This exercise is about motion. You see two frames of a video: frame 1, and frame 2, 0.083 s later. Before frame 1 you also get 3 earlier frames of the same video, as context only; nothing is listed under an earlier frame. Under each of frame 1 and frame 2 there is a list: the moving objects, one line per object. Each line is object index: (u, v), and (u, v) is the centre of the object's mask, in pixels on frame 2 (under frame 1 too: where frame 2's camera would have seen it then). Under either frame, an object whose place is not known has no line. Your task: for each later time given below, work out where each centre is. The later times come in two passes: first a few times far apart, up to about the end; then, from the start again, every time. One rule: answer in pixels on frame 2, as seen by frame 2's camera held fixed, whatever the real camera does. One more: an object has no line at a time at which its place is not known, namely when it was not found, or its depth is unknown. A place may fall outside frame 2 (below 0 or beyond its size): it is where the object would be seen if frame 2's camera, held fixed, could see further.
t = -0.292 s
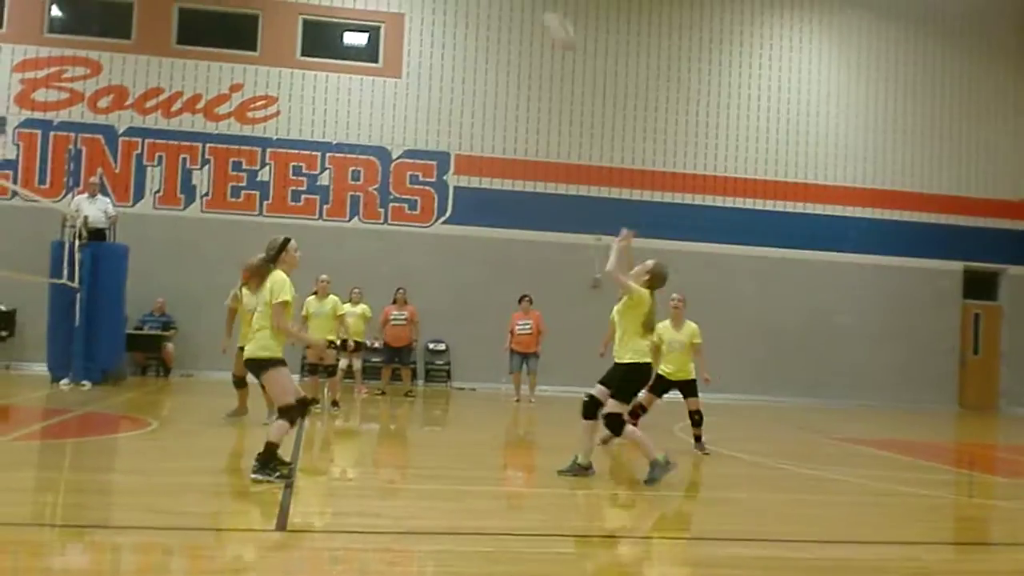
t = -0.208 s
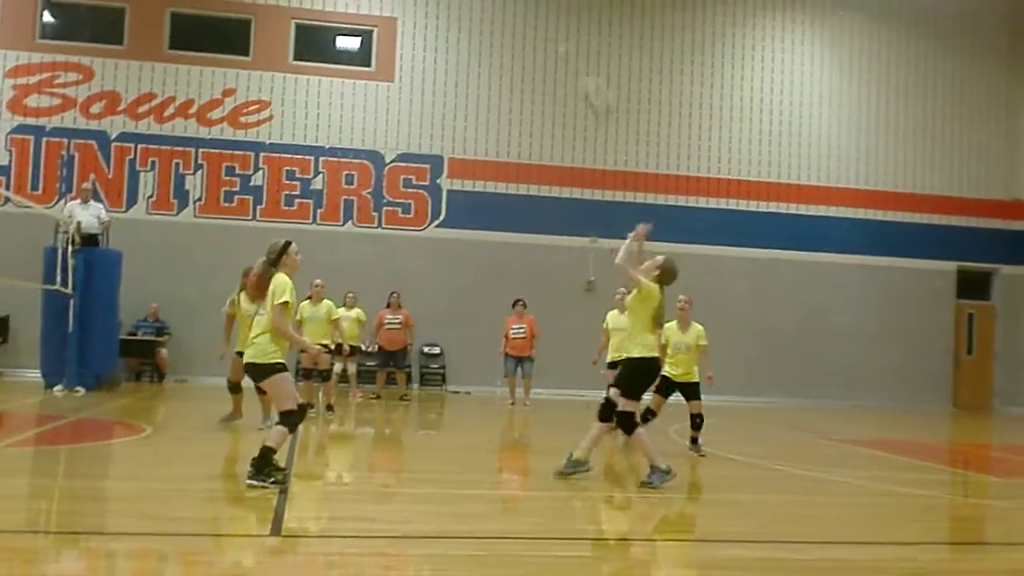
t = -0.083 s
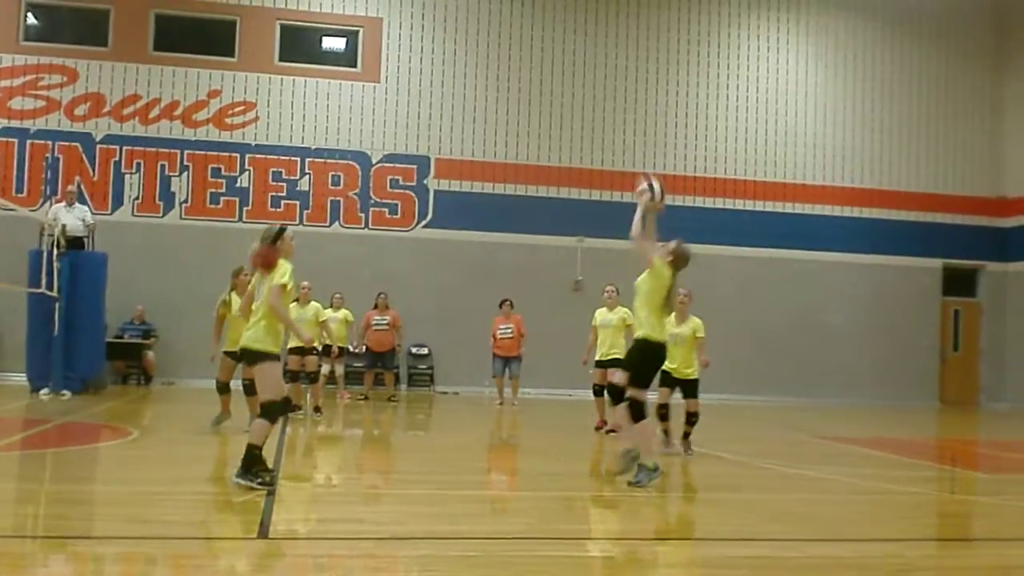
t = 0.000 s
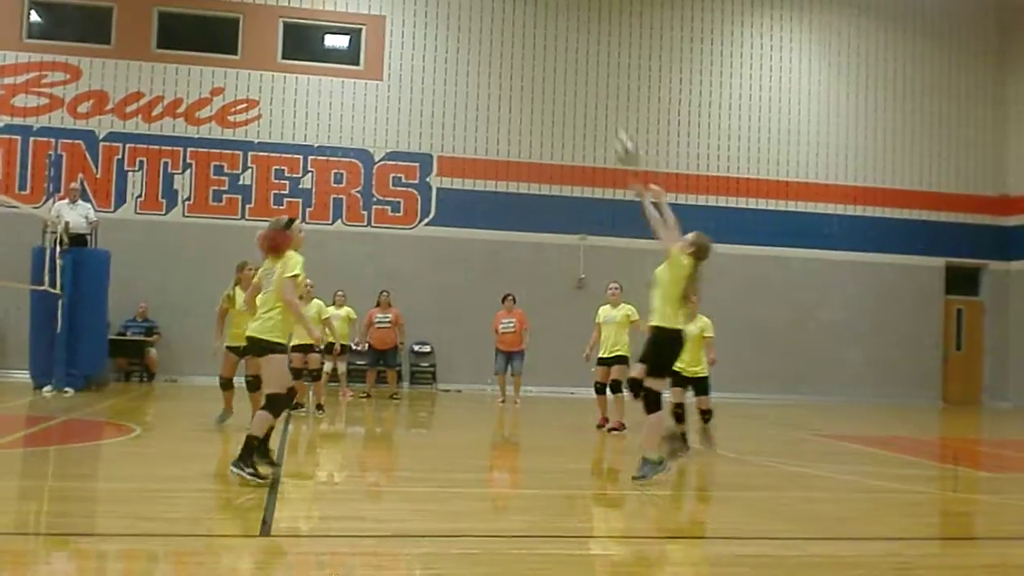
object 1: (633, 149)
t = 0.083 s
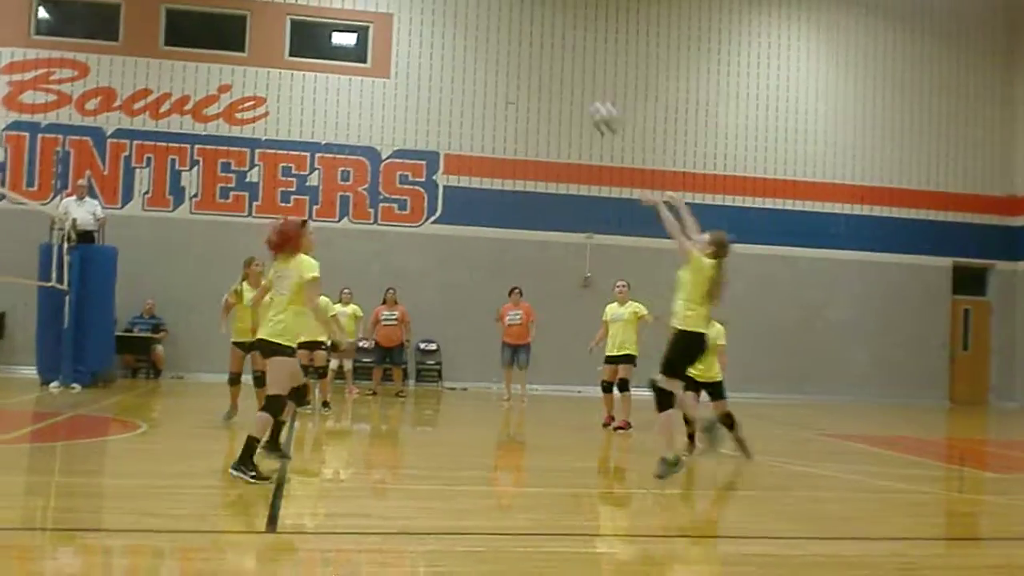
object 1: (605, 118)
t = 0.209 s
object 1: (563, 91)
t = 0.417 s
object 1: (500, 92)
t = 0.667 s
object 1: (430, 159)
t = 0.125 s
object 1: (591, 107)
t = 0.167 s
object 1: (578, 98)
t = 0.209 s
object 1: (563, 91)
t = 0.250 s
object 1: (551, 86)
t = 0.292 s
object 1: (537, 86)
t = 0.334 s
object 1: (522, 85)
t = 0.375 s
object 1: (511, 88)
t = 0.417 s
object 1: (500, 92)
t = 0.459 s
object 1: (487, 96)
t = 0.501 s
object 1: (473, 106)
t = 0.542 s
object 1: (462, 117)
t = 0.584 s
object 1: (450, 129)
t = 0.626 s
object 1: (439, 142)
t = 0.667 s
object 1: (430, 159)
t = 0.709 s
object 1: (416, 176)
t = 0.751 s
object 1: (404, 195)
